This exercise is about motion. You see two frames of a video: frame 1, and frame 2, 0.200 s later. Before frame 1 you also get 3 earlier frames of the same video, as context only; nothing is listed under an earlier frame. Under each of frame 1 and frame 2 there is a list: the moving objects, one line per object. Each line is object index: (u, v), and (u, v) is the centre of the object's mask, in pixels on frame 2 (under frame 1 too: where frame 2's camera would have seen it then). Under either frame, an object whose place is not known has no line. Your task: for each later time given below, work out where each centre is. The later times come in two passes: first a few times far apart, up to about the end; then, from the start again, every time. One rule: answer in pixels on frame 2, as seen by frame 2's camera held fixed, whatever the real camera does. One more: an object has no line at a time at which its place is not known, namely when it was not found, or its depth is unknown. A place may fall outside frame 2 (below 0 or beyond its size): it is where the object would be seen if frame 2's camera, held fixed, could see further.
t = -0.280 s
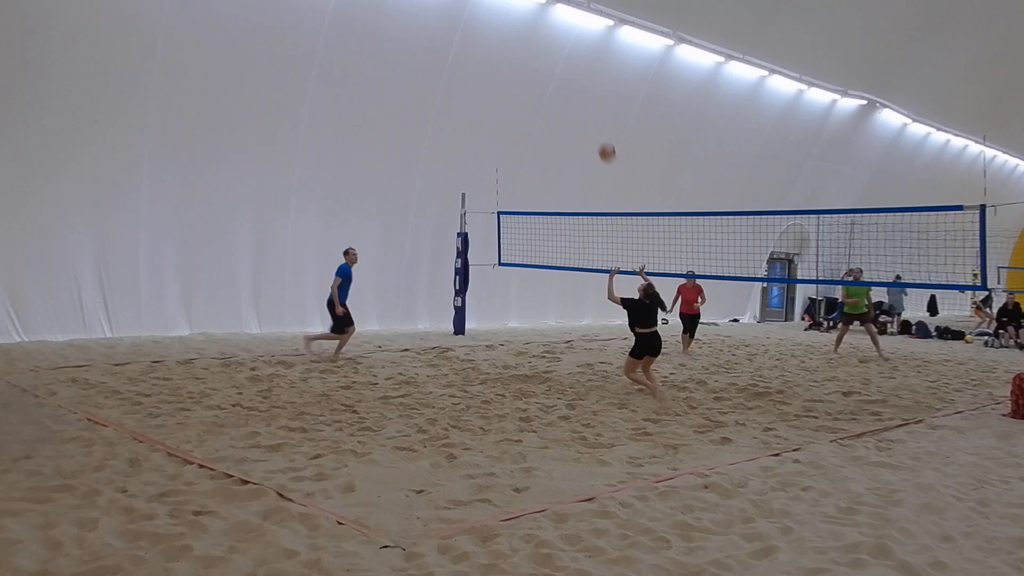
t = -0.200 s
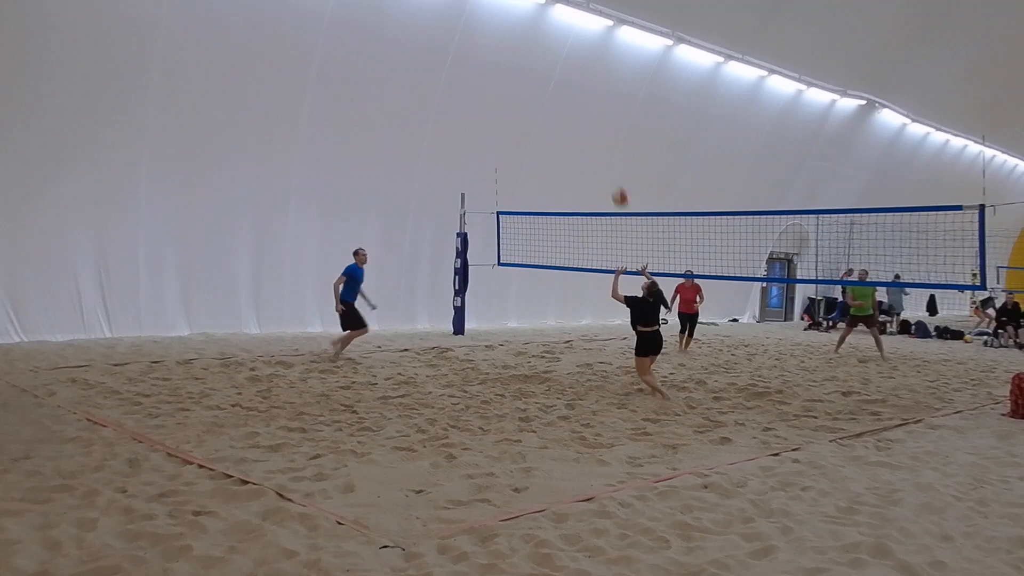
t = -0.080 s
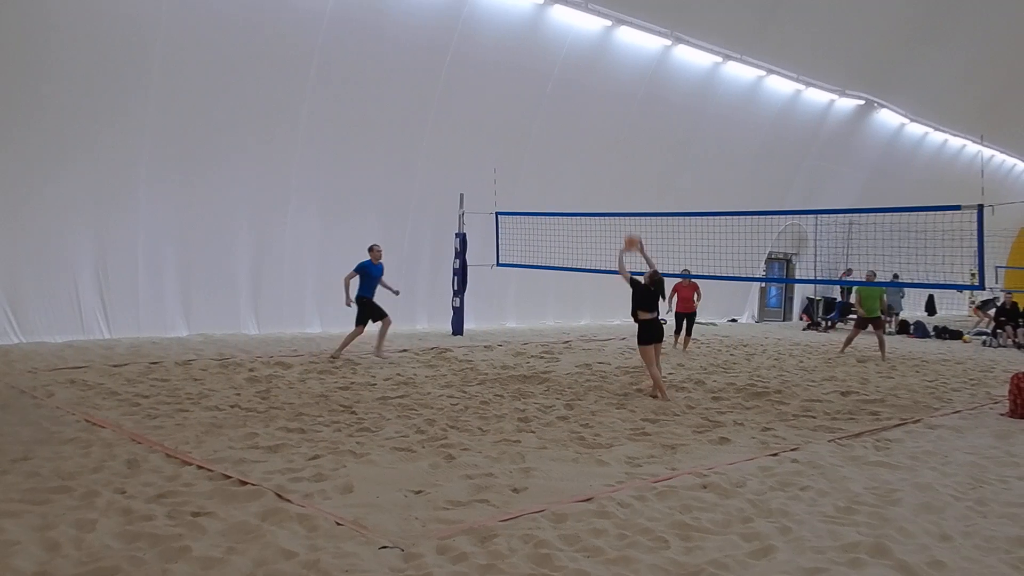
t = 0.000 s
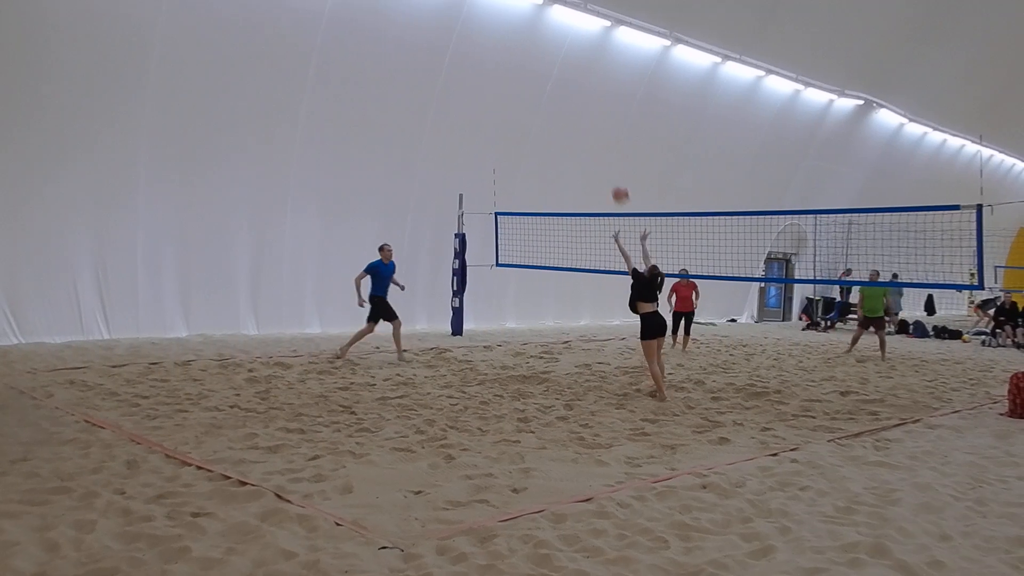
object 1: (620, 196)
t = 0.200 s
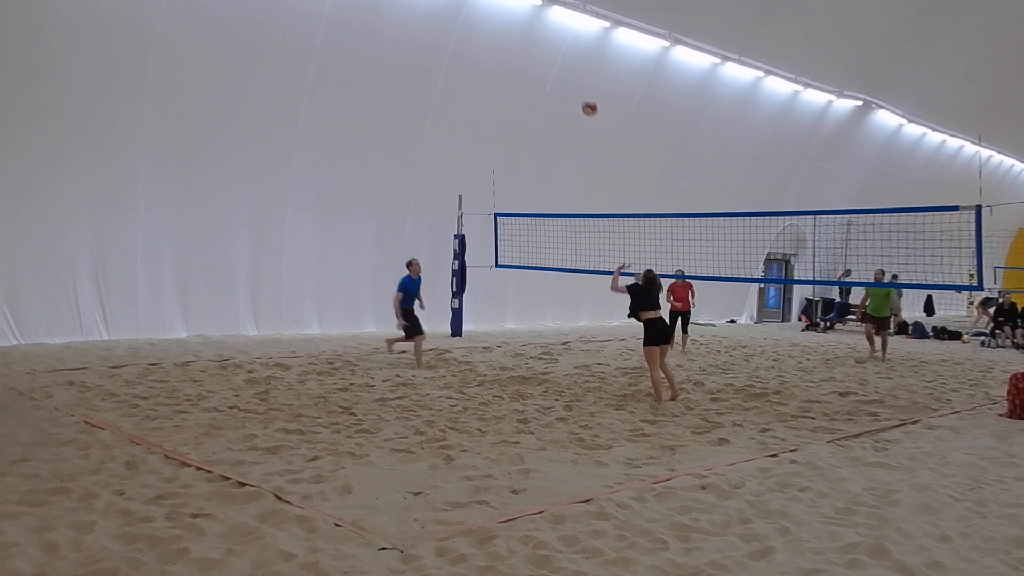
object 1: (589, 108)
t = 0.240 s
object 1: (583, 96)
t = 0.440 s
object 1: (557, 52)
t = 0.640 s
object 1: (533, 38)
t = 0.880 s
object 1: (505, 59)
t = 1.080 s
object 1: (484, 100)
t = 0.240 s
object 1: (583, 96)
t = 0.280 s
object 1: (578, 85)
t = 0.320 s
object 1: (572, 75)
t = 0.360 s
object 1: (567, 66)
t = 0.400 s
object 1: (562, 58)
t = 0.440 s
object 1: (557, 52)
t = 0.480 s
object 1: (552, 47)
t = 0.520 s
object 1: (547, 43)
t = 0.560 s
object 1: (543, 40)
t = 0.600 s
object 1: (538, 39)
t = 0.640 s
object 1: (533, 38)
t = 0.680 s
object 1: (528, 39)
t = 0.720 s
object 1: (524, 41)
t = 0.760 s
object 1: (519, 44)
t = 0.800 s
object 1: (514, 48)
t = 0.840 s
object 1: (510, 53)
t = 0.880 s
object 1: (505, 59)
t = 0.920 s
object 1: (501, 66)
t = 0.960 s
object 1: (497, 73)
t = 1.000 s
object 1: (492, 82)
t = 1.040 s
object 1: (488, 91)
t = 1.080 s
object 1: (484, 100)
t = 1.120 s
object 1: (480, 111)
